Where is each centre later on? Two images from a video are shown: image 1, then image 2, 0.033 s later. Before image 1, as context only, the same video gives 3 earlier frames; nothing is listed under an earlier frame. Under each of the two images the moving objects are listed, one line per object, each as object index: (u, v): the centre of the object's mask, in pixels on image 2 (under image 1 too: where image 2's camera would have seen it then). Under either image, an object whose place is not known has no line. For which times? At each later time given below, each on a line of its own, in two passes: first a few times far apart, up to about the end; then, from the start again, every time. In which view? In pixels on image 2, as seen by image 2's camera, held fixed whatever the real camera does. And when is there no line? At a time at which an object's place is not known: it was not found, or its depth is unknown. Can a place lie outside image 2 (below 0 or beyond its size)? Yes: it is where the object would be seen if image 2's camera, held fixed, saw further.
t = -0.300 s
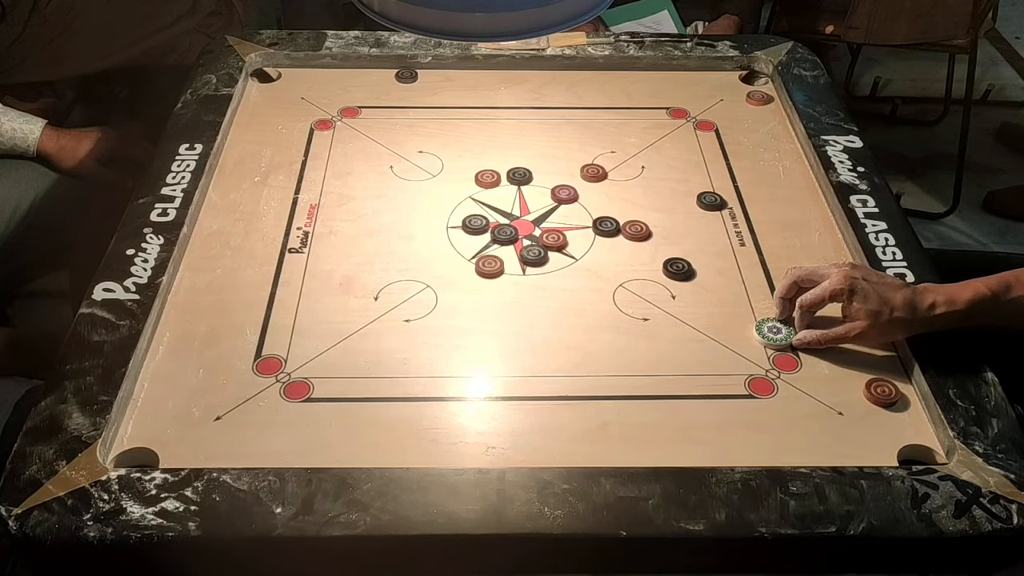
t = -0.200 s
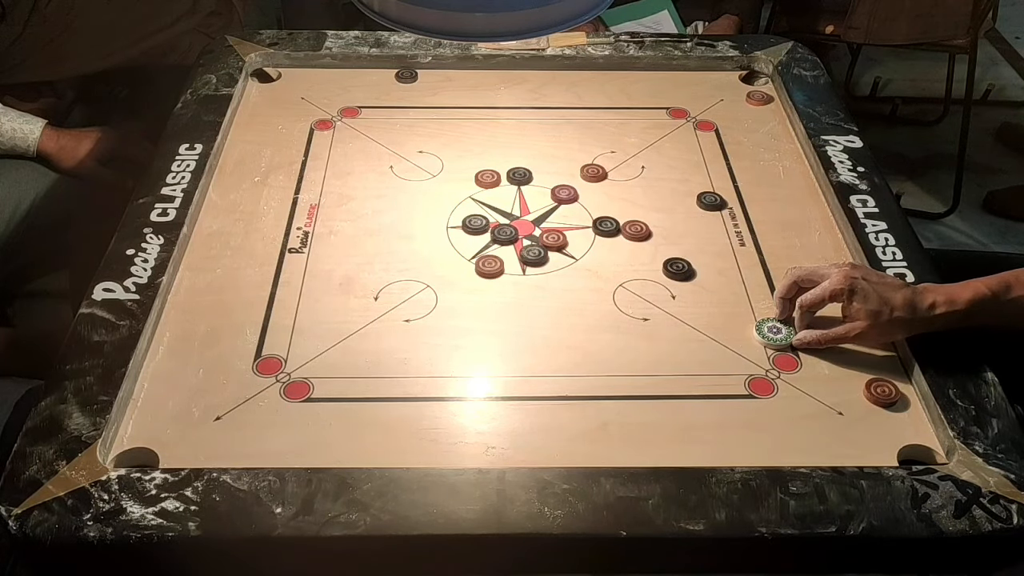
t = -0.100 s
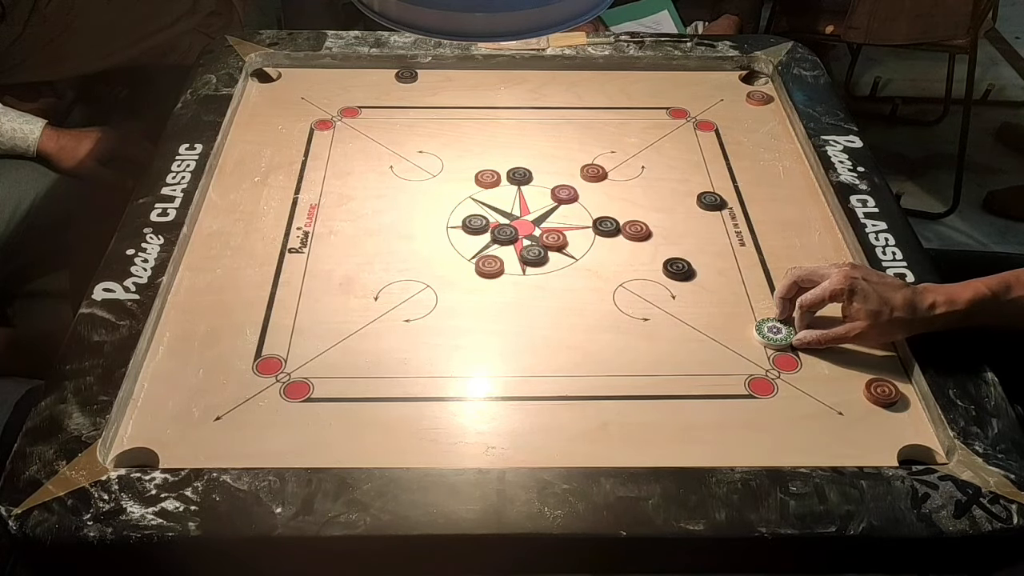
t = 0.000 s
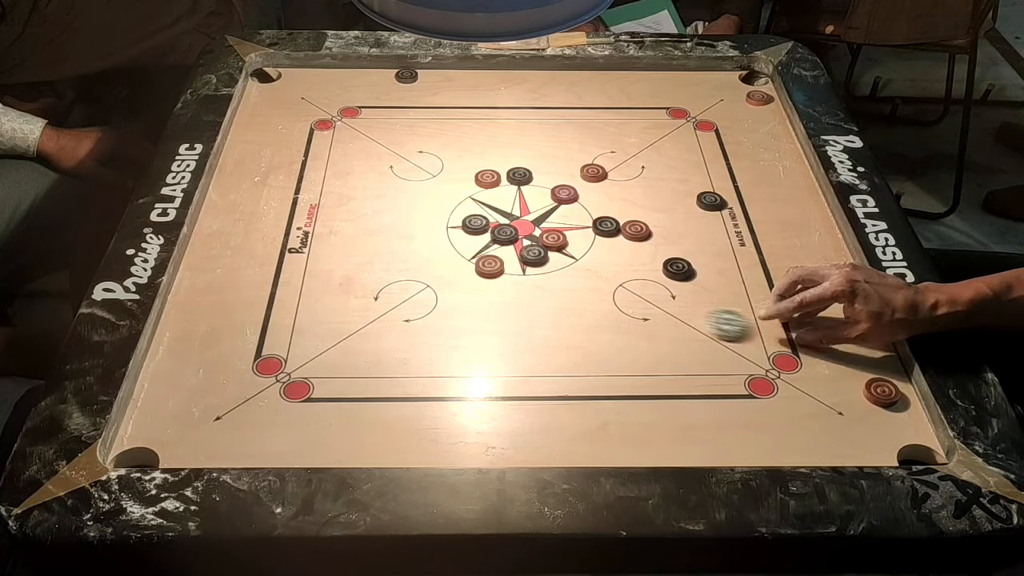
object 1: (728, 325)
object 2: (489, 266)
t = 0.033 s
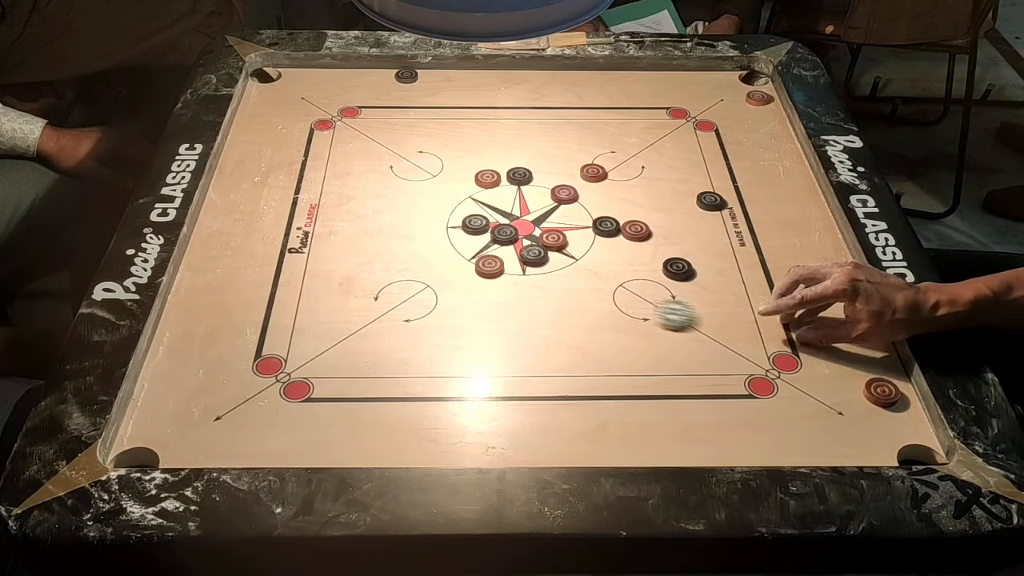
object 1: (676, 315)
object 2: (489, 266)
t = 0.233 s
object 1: (436, 285)
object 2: (408, 214)
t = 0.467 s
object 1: (283, 288)
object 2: (257, 115)
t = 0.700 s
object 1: (205, 290)
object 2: (330, 77)
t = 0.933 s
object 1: (196, 290)
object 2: (360, 71)
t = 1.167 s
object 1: (196, 291)
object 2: (360, 71)
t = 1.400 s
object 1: (196, 291)
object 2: (360, 71)
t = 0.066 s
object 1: (624, 306)
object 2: (489, 266)
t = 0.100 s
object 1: (575, 296)
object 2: (489, 266)
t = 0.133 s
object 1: (529, 288)
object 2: (489, 266)
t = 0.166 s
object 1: (492, 284)
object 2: (469, 253)
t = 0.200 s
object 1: (464, 284)
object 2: (436, 233)
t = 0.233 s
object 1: (436, 285)
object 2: (408, 214)
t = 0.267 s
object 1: (410, 285)
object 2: (381, 197)
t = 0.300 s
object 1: (386, 286)
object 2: (356, 180)
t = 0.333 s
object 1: (362, 287)
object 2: (333, 166)
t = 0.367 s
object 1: (341, 287)
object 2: (312, 152)
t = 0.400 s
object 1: (320, 287)
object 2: (292, 139)
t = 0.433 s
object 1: (301, 288)
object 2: (273, 127)
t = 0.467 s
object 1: (283, 288)
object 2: (257, 115)
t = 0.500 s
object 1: (268, 289)
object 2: (253, 105)
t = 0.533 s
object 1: (254, 289)
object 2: (269, 99)
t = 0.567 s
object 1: (240, 289)
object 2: (284, 94)
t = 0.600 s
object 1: (230, 289)
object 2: (297, 89)
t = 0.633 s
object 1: (219, 290)
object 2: (309, 85)
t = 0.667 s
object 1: (211, 290)
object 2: (320, 81)
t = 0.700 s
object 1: (205, 290)
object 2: (330, 77)
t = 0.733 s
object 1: (200, 290)
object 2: (338, 74)
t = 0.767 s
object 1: (197, 290)
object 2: (346, 71)
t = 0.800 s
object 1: (196, 290)
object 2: (351, 69)
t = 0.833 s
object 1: (196, 290)
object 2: (355, 69)
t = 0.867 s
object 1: (196, 290)
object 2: (357, 70)
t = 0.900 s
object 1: (196, 290)
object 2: (359, 70)
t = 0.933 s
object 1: (196, 290)
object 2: (360, 71)
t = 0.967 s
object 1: (196, 290)
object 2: (360, 71)
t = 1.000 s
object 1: (196, 290)
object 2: (360, 71)
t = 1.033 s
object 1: (196, 290)
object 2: (360, 71)
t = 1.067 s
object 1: (196, 290)
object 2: (360, 71)
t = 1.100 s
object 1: (196, 290)
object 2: (360, 71)
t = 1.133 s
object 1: (196, 290)
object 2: (360, 71)
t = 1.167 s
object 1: (196, 291)
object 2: (360, 71)
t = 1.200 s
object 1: (196, 291)
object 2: (360, 71)
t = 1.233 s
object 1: (196, 291)
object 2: (360, 71)
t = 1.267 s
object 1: (196, 291)
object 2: (360, 71)
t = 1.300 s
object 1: (196, 291)
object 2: (360, 71)
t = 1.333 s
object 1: (196, 291)
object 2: (360, 71)
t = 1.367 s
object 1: (196, 291)
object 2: (360, 71)
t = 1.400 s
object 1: (196, 291)
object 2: (360, 71)
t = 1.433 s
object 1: (196, 291)
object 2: (360, 71)
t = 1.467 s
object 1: (196, 291)
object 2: (360, 71)
